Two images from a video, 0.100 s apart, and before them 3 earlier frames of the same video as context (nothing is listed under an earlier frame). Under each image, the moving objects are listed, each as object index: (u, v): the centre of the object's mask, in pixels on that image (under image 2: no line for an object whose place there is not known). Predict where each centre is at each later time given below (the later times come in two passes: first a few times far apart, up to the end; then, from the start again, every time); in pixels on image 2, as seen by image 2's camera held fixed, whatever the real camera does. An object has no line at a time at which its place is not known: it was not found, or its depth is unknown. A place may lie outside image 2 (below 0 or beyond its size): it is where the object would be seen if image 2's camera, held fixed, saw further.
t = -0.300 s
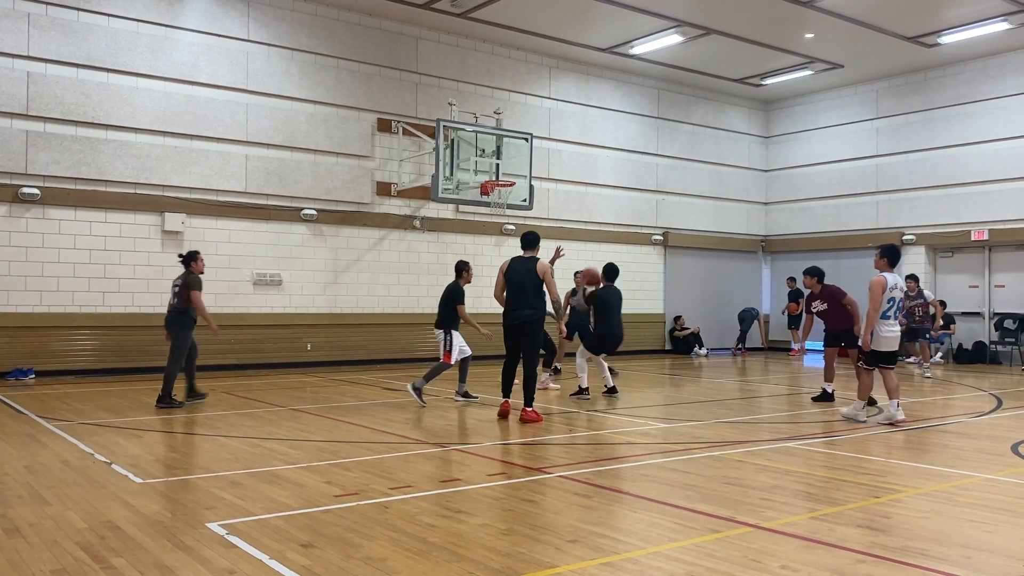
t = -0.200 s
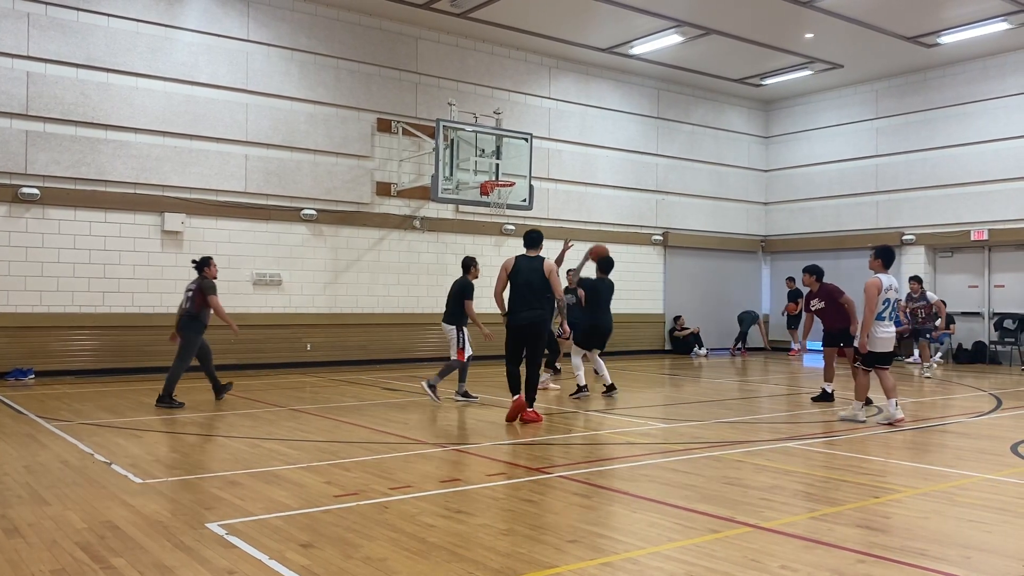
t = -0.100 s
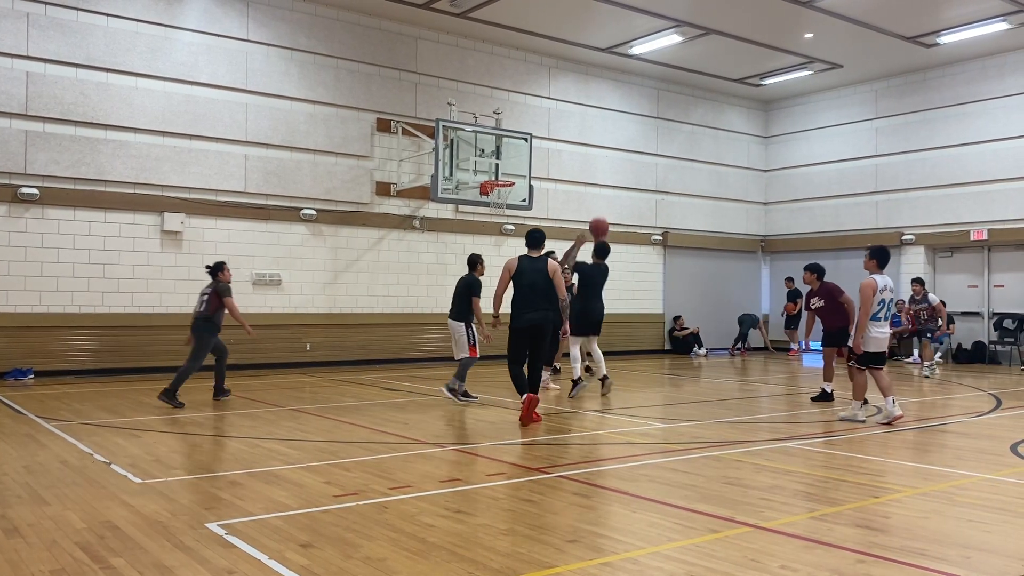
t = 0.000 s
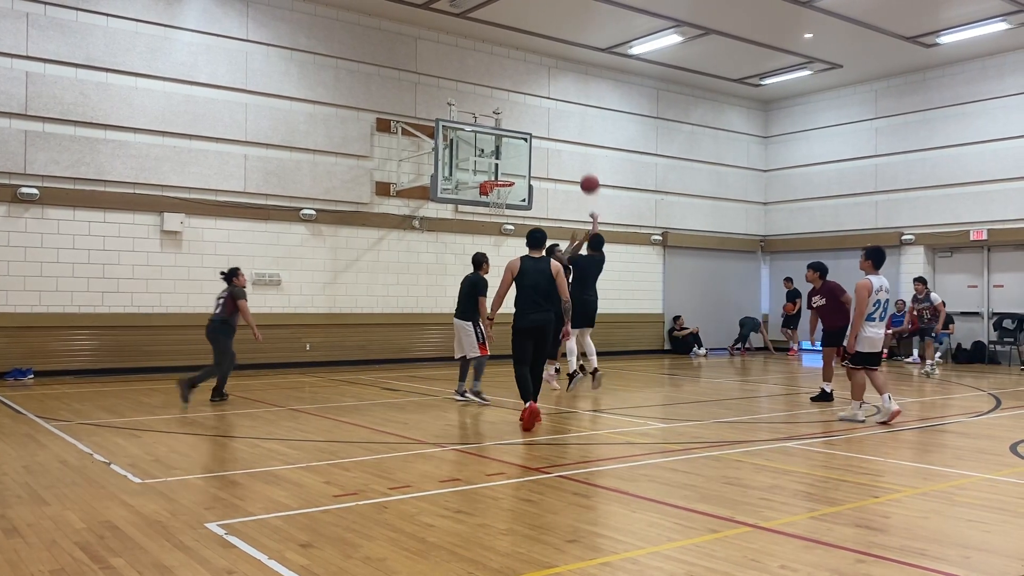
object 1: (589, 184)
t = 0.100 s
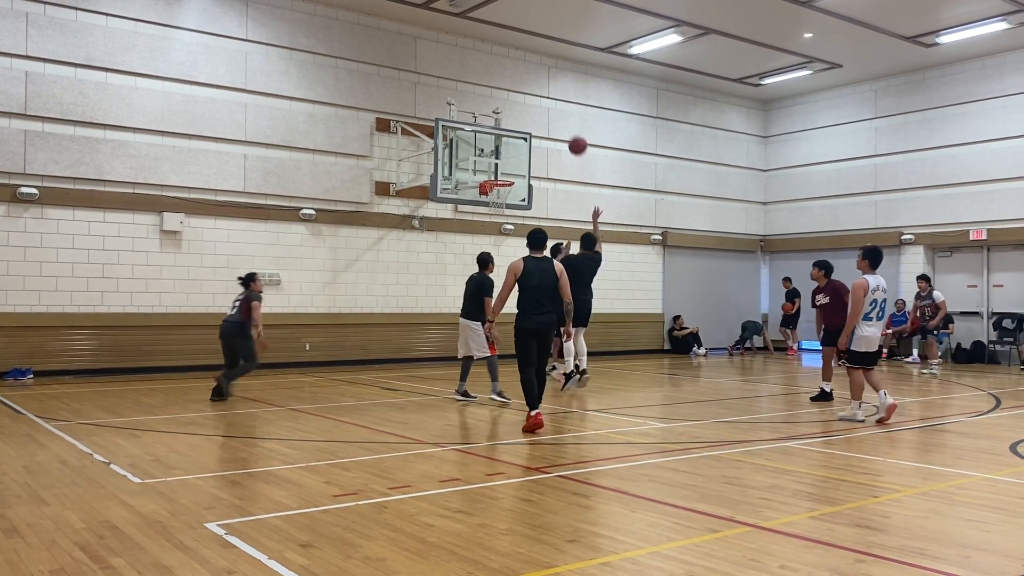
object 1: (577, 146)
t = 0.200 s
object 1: (566, 117)
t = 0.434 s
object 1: (543, 83)
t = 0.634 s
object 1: (525, 87)
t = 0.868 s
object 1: (505, 124)
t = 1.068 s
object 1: (491, 175)
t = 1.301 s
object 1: (528, 133)
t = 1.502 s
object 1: (560, 121)
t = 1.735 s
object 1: (599, 141)
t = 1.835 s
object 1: (616, 162)
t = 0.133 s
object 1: (574, 135)
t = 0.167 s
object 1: (570, 125)
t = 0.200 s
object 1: (566, 117)
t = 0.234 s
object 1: (563, 109)
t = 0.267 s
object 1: (559, 102)
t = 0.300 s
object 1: (556, 97)
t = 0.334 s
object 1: (553, 92)
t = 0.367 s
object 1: (549, 88)
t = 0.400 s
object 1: (546, 85)
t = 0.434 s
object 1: (543, 83)
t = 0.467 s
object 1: (540, 82)
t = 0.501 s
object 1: (537, 81)
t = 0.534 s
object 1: (534, 82)
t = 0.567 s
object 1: (531, 83)
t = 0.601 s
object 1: (528, 84)
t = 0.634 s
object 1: (525, 87)
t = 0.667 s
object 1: (522, 90)
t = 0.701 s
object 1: (519, 94)
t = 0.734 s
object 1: (516, 99)
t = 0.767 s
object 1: (513, 104)
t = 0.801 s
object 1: (511, 110)
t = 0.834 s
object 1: (508, 117)
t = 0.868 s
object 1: (505, 124)
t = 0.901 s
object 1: (503, 132)
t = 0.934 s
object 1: (500, 141)
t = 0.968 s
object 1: (497, 150)
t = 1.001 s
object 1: (495, 159)
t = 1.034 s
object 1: (493, 169)
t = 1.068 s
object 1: (491, 175)
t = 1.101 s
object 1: (496, 168)
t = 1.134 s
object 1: (502, 160)
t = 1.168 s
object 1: (507, 153)
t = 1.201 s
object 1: (512, 147)
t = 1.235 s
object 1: (517, 141)
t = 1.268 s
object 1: (523, 136)
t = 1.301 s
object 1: (528, 133)
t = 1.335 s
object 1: (533, 128)
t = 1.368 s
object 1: (538, 126)
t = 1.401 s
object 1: (544, 123)
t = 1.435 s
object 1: (549, 122)
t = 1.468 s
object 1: (555, 121)
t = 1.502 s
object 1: (560, 121)
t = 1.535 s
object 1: (565, 121)
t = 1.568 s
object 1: (571, 123)
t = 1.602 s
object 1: (577, 125)
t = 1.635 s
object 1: (582, 128)
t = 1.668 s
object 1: (588, 132)
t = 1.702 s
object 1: (593, 136)
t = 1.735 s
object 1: (599, 141)
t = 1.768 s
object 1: (605, 147)
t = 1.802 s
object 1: (610, 154)
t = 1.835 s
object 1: (616, 162)
